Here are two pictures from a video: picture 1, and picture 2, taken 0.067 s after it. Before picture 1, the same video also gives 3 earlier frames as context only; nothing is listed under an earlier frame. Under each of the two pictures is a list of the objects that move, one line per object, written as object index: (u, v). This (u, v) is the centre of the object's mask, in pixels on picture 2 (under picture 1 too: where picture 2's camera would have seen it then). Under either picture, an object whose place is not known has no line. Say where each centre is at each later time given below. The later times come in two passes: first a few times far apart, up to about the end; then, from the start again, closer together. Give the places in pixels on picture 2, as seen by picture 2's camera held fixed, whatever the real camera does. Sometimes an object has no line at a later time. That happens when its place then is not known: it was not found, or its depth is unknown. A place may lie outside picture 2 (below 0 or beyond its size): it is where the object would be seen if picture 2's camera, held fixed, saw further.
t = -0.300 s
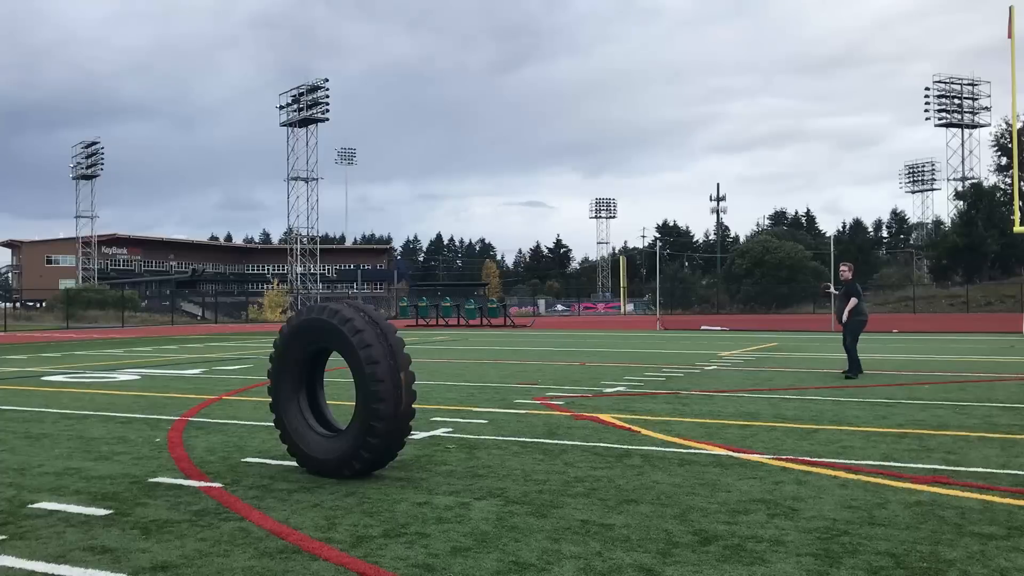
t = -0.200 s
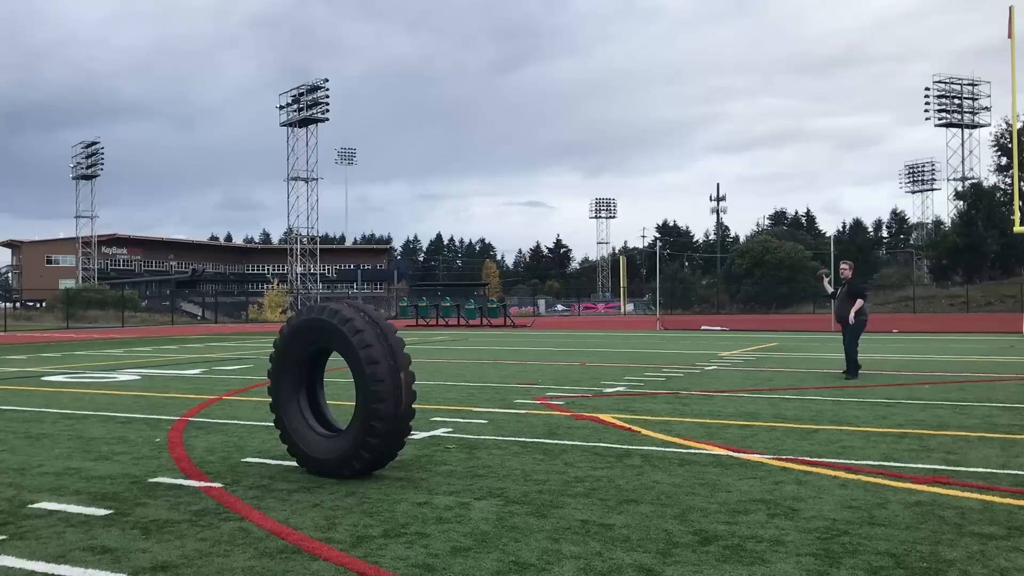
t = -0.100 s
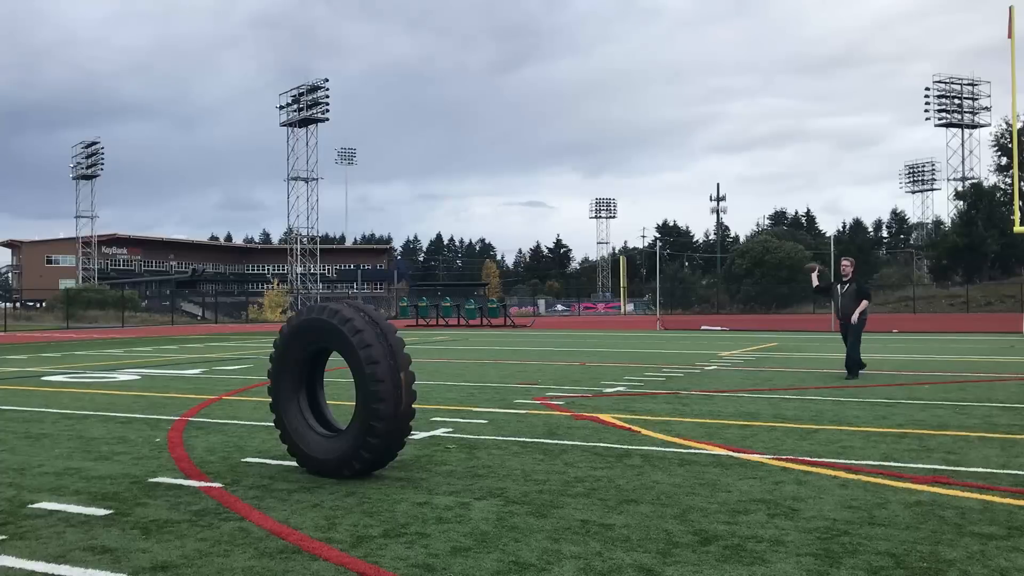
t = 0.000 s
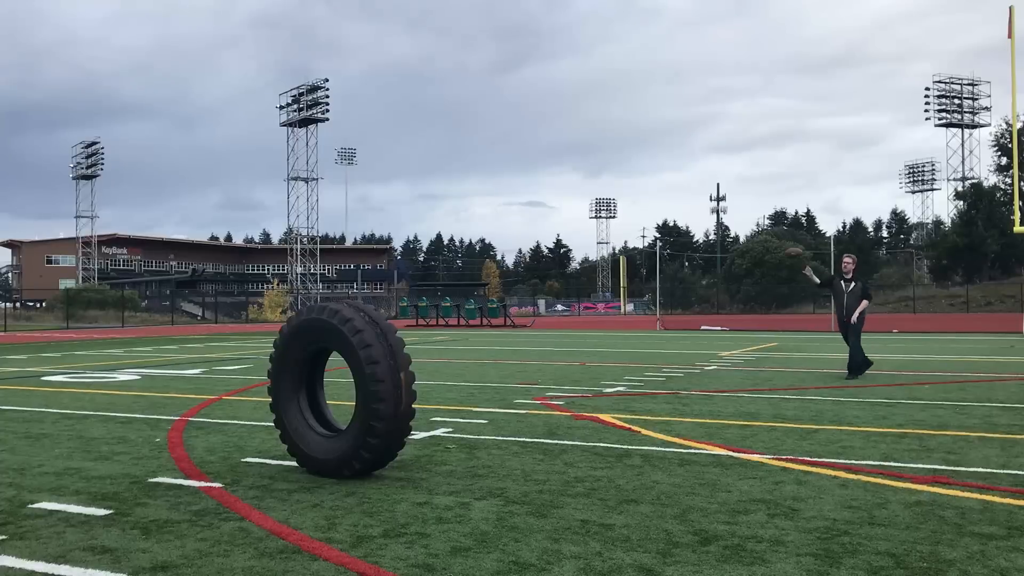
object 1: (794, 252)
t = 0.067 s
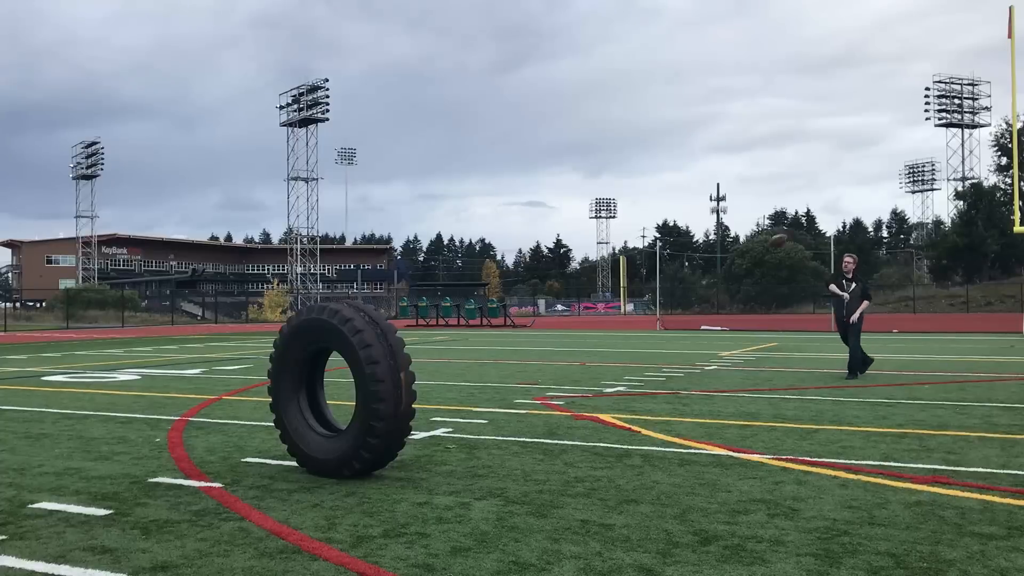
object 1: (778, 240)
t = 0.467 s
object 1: (630, 224)
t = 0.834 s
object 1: (421, 396)
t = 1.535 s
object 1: (574, 389)
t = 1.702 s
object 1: (587, 398)
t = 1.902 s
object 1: (586, 396)
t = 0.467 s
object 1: (630, 224)
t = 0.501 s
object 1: (612, 231)
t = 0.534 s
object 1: (593, 238)
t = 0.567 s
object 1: (572, 247)
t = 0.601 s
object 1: (551, 259)
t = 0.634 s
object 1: (527, 271)
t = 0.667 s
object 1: (502, 287)
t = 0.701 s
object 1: (475, 305)
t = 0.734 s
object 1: (445, 327)
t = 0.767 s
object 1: (416, 351)
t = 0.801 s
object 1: (416, 378)
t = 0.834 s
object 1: (421, 396)
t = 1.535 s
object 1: (574, 389)
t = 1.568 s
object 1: (579, 397)
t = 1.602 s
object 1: (584, 404)
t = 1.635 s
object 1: (586, 407)
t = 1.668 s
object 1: (586, 402)
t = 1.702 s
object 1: (587, 398)
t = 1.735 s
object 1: (587, 396)
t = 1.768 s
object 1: (586, 394)
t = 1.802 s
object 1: (586, 394)
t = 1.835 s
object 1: (586, 395)
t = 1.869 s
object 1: (586, 396)
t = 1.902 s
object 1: (586, 396)
